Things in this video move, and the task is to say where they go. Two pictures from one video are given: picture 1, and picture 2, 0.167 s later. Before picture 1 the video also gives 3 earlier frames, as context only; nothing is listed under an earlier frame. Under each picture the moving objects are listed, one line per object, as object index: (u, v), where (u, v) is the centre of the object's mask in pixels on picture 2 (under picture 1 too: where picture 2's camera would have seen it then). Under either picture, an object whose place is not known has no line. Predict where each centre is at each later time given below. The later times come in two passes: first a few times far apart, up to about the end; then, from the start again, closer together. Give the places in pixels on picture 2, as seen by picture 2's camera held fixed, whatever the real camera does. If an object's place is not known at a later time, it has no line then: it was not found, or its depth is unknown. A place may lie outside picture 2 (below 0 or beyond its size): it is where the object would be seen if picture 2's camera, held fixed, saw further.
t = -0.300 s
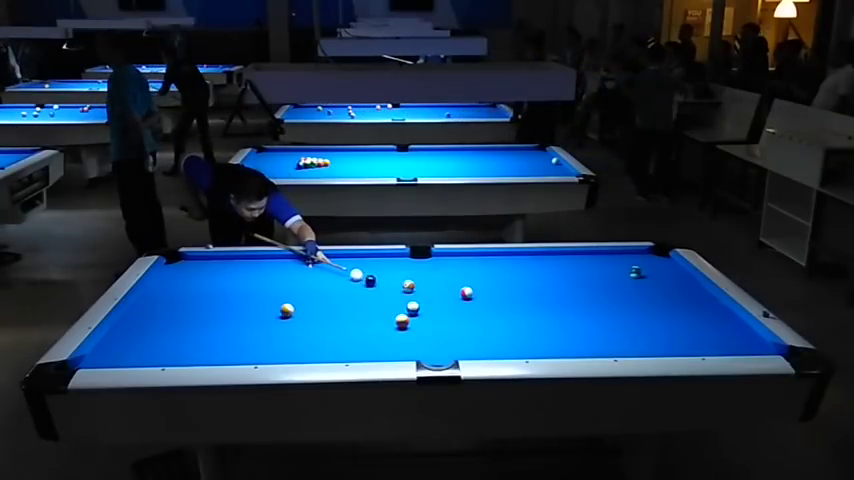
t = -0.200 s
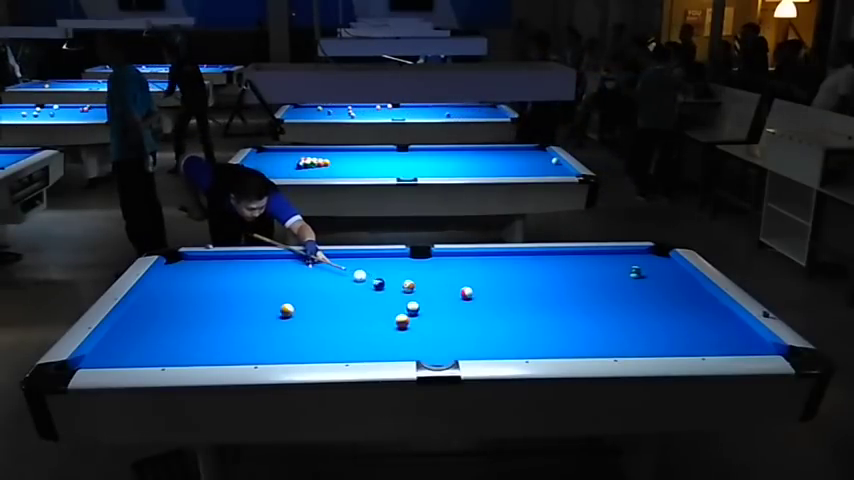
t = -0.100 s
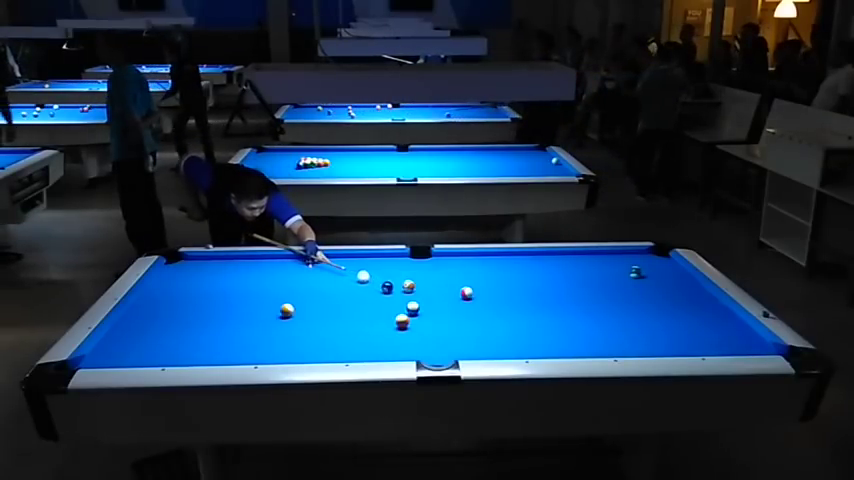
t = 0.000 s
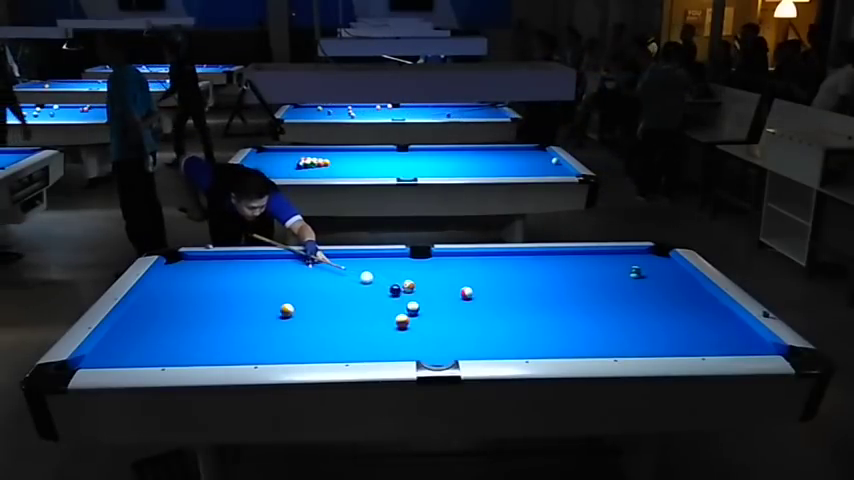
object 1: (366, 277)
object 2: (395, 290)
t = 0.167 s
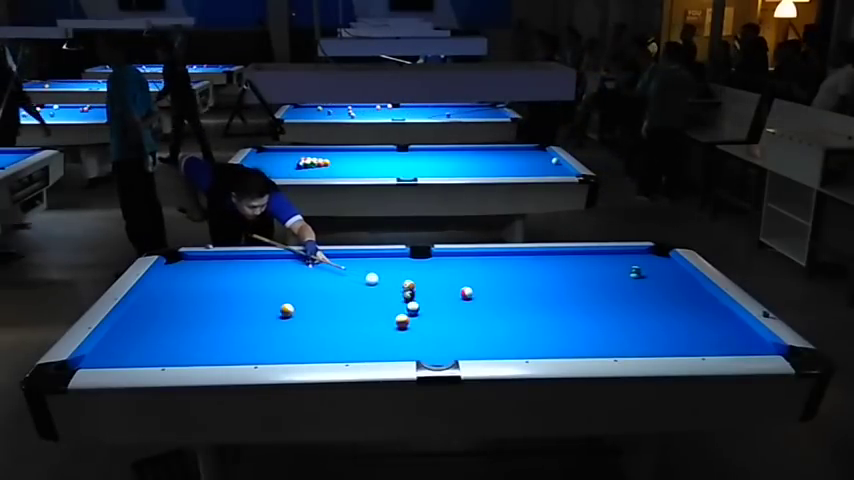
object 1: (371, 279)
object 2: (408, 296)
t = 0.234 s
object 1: (373, 279)
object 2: (414, 296)
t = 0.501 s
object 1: (381, 281)
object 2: (436, 307)
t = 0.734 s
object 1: (387, 282)
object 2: (456, 314)
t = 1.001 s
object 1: (392, 284)
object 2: (479, 323)
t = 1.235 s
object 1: (396, 285)
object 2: (500, 331)
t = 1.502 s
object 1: (396, 286)
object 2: (523, 340)
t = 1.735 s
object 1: (397, 286)
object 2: (543, 347)
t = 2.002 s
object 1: (397, 286)
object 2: (562, 349)
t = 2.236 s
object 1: (397, 286)
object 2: (571, 347)
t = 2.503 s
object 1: (397, 286)
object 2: (580, 345)
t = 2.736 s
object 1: (397, 286)
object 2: (587, 342)
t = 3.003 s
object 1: (397, 286)
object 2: (594, 339)
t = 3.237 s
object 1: (397, 286)
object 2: (599, 336)
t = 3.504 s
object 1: (397, 286)
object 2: (603, 334)
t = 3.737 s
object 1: (397, 286)
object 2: (606, 333)
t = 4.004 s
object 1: (397, 286)
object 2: (609, 331)
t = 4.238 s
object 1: (397, 286)
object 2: (610, 331)
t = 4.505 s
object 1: (397, 286)
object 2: (612, 330)
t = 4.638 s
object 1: (397, 286)
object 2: (612, 330)
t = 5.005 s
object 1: (397, 286)
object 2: (612, 330)
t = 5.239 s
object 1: (397, 286)
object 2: (612, 330)
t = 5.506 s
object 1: (396, 286)
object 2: (612, 330)
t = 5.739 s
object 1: (397, 286)
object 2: (612, 330)
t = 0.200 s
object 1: (373, 279)
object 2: (411, 296)
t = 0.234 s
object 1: (373, 279)
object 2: (414, 296)
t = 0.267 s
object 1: (374, 279)
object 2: (417, 298)
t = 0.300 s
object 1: (375, 280)
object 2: (420, 299)
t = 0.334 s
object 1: (376, 279)
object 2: (422, 301)
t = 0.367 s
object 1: (377, 280)
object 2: (425, 302)
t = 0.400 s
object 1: (378, 280)
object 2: (428, 303)
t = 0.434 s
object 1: (379, 280)
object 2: (430, 304)
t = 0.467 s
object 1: (380, 281)
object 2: (433, 305)
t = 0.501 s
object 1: (381, 281)
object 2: (436, 307)
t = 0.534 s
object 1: (382, 281)
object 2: (439, 308)
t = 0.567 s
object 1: (383, 281)
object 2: (442, 309)
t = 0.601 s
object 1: (384, 282)
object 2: (444, 310)
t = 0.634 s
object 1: (384, 282)
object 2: (447, 311)
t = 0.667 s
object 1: (385, 282)
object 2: (450, 312)
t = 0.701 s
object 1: (386, 282)
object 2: (453, 313)
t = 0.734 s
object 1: (387, 282)
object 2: (456, 314)
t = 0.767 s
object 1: (388, 283)
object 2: (459, 315)
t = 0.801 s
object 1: (388, 283)
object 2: (461, 316)
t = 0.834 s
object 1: (389, 283)
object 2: (465, 318)
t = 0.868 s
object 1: (390, 283)
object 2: (467, 319)
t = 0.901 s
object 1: (391, 283)
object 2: (470, 320)
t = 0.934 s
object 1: (391, 283)
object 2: (473, 321)
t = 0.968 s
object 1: (392, 283)
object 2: (476, 322)
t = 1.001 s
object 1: (392, 284)
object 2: (479, 323)
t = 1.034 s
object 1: (393, 284)
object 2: (482, 324)
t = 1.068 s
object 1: (394, 284)
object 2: (485, 326)
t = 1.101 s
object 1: (394, 284)
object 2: (488, 327)
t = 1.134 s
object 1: (395, 285)
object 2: (490, 328)
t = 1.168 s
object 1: (395, 285)
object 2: (493, 329)
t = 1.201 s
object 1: (395, 285)
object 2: (496, 330)
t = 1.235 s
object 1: (396, 285)
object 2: (500, 331)
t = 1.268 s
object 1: (396, 285)
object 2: (502, 332)
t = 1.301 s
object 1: (396, 285)
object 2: (505, 334)
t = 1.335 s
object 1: (396, 285)
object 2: (509, 335)
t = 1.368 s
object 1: (396, 285)
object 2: (511, 336)
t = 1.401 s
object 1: (396, 285)
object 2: (514, 337)
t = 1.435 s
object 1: (396, 286)
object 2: (517, 338)
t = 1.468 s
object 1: (396, 286)
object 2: (520, 339)
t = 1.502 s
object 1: (396, 286)
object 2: (523, 340)
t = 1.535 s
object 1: (396, 286)
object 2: (526, 342)
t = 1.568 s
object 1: (396, 286)
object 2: (529, 343)
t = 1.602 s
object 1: (397, 286)
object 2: (532, 344)
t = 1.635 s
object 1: (397, 286)
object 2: (535, 345)
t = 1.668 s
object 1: (397, 286)
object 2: (537, 346)
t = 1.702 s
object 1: (397, 286)
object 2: (540, 346)
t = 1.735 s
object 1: (397, 286)
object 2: (543, 347)
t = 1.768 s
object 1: (397, 286)
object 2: (546, 347)
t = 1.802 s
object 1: (397, 286)
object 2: (549, 348)
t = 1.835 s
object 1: (397, 286)
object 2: (552, 349)
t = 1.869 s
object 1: (397, 286)
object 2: (555, 349)
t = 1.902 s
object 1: (397, 286)
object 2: (558, 350)
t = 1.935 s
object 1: (397, 286)
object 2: (560, 350)
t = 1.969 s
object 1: (397, 286)
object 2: (560, 349)
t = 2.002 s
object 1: (397, 286)
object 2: (562, 349)
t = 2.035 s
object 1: (397, 287)
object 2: (563, 349)
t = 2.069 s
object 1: (397, 287)
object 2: (565, 349)
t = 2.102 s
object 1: (397, 286)
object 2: (566, 349)
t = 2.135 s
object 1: (397, 286)
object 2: (567, 348)
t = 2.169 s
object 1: (397, 287)
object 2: (568, 347)
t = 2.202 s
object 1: (397, 286)
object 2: (570, 347)
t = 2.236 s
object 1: (397, 286)
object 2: (571, 347)
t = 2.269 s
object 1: (397, 286)
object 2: (572, 346)
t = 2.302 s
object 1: (397, 286)
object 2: (573, 346)
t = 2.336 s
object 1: (397, 286)
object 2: (574, 346)
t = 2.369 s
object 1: (397, 286)
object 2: (576, 346)
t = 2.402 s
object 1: (397, 286)
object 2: (577, 346)
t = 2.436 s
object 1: (397, 286)
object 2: (578, 345)
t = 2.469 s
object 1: (397, 286)
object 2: (579, 345)
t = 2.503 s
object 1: (397, 286)
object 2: (580, 345)
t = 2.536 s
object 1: (397, 286)
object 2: (582, 345)
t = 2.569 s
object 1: (397, 286)
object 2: (583, 344)
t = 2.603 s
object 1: (397, 286)
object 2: (584, 344)
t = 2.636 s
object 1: (397, 286)
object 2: (585, 344)
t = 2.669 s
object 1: (397, 286)
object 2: (585, 343)
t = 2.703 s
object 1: (397, 286)
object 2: (586, 343)
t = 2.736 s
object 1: (397, 286)
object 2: (587, 342)
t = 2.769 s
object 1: (397, 286)
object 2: (588, 342)
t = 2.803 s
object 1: (397, 286)
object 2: (589, 342)
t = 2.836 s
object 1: (397, 286)
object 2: (590, 341)
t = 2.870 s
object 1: (397, 286)
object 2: (591, 340)
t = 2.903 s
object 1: (397, 286)
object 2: (592, 340)
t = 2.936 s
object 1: (397, 286)
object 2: (592, 340)
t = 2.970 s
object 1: (397, 286)
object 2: (593, 339)
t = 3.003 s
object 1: (397, 286)
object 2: (594, 339)
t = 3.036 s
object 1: (397, 286)
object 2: (595, 339)
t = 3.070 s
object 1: (397, 286)
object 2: (596, 338)
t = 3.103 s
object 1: (397, 286)
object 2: (597, 338)
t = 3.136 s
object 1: (397, 286)
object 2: (597, 337)
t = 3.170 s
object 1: (397, 286)
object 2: (598, 337)
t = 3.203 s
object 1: (397, 286)
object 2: (599, 337)
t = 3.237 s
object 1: (397, 286)
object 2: (599, 336)
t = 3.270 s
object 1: (397, 286)
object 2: (599, 336)
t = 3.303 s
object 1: (397, 286)
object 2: (600, 336)
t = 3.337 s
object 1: (396, 286)
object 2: (600, 335)
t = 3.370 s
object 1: (397, 286)
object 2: (601, 335)
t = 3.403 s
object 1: (396, 286)
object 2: (601, 335)
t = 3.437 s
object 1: (396, 286)
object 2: (602, 334)
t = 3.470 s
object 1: (396, 286)
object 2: (602, 334)
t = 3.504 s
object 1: (397, 286)
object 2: (603, 334)
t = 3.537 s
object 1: (397, 286)
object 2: (603, 334)
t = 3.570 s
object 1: (397, 286)
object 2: (604, 334)
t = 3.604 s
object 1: (397, 286)
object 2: (604, 334)
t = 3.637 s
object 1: (397, 286)
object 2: (605, 333)
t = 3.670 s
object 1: (397, 286)
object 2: (605, 333)
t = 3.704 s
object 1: (397, 286)
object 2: (606, 333)
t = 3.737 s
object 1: (397, 286)
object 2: (606, 333)
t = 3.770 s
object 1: (397, 286)
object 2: (607, 333)
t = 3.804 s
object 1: (397, 286)
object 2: (607, 333)
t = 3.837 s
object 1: (397, 286)
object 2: (607, 332)
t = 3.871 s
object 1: (397, 286)
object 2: (608, 332)
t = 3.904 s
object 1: (397, 286)
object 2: (608, 332)
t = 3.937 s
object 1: (397, 286)
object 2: (608, 332)
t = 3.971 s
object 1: (397, 286)
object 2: (609, 331)
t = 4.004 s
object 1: (397, 286)
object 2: (609, 331)
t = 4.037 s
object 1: (397, 286)
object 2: (609, 331)
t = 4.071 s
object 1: (397, 286)
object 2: (609, 331)
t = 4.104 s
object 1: (397, 286)
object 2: (610, 331)
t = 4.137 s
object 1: (396, 286)
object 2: (610, 331)
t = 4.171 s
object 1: (396, 286)
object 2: (610, 331)
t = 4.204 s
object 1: (397, 286)
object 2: (610, 331)
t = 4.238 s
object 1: (397, 286)
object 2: (610, 331)
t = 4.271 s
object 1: (397, 287)
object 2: (611, 331)
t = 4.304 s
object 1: (397, 286)
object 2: (611, 330)
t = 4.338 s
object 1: (397, 286)
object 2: (611, 330)
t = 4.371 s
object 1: (397, 287)
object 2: (611, 330)
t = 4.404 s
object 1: (397, 286)
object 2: (611, 330)
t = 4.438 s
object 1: (397, 286)
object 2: (612, 330)
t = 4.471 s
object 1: (397, 286)
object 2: (612, 330)
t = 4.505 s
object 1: (397, 286)
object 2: (612, 330)
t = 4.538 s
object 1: (397, 286)
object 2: (612, 330)
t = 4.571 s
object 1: (397, 286)
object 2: (612, 330)
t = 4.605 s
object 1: (397, 286)
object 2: (612, 330)
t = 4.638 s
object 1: (397, 286)
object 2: (612, 330)
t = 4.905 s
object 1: (397, 286)
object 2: (612, 330)
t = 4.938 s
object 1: (397, 286)
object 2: (612, 330)
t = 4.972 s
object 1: (396, 286)
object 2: (612, 330)
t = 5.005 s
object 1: (397, 286)
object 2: (612, 330)
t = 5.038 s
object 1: (397, 286)
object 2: (612, 330)
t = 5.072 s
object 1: (396, 286)
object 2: (612, 330)
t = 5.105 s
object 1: (397, 286)
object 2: (612, 330)
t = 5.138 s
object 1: (397, 286)
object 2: (612, 330)
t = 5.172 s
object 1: (397, 286)
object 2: (612, 330)
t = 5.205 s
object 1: (397, 286)
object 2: (612, 330)
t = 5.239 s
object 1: (397, 286)
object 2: (612, 330)
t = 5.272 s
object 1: (397, 286)
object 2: (612, 330)
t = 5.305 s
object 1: (396, 286)
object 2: (612, 330)
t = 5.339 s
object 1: (396, 286)
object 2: (612, 330)
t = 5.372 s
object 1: (397, 286)
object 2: (612, 330)
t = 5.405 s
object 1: (397, 286)
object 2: (612, 330)
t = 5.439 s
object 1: (397, 286)
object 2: (612, 330)
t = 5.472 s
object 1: (397, 286)
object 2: (612, 330)
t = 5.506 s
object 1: (396, 286)
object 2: (612, 330)
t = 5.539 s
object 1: (397, 286)
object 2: (612, 330)
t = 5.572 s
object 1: (397, 286)
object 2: (612, 330)
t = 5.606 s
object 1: (397, 286)
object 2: (612, 330)
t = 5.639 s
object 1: (397, 286)
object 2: (612, 330)
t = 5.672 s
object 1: (397, 286)
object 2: (612, 330)
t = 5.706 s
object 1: (396, 286)
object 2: (612, 330)
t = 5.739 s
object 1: (397, 286)
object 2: (612, 330)
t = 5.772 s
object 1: (397, 286)
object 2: (612, 330)
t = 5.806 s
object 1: (397, 286)
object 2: (612, 330)
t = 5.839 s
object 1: (397, 286)
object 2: (612, 330)
